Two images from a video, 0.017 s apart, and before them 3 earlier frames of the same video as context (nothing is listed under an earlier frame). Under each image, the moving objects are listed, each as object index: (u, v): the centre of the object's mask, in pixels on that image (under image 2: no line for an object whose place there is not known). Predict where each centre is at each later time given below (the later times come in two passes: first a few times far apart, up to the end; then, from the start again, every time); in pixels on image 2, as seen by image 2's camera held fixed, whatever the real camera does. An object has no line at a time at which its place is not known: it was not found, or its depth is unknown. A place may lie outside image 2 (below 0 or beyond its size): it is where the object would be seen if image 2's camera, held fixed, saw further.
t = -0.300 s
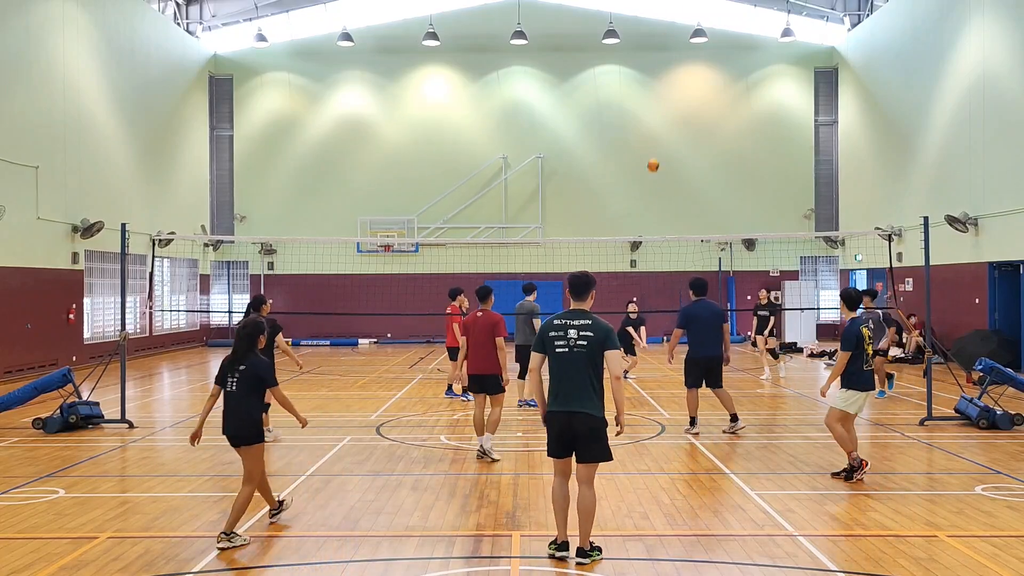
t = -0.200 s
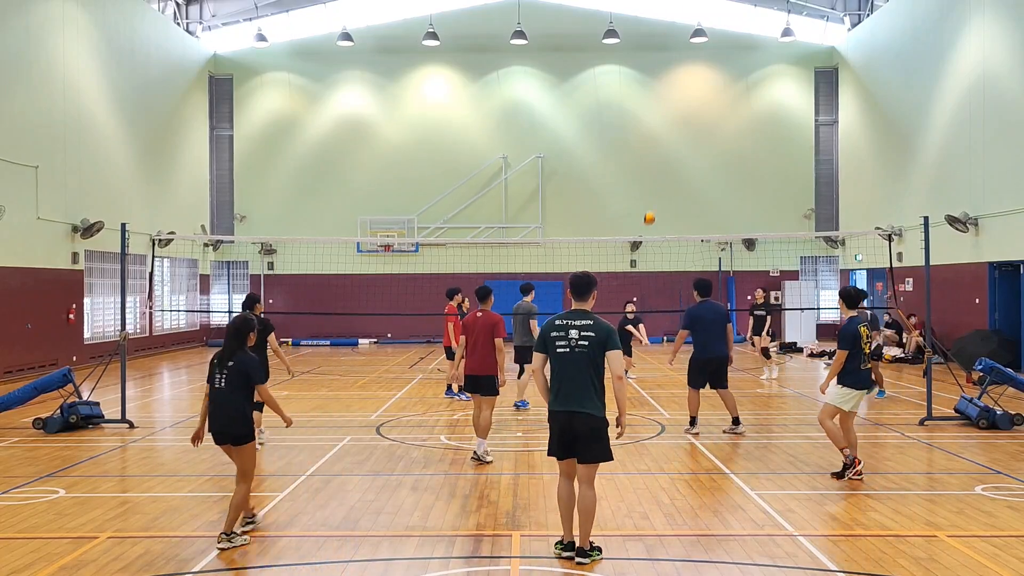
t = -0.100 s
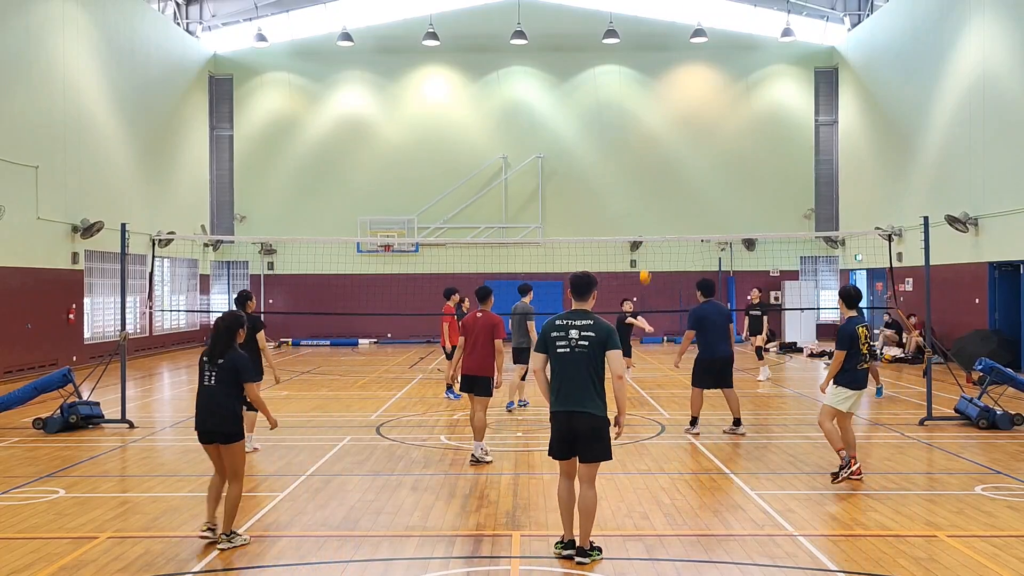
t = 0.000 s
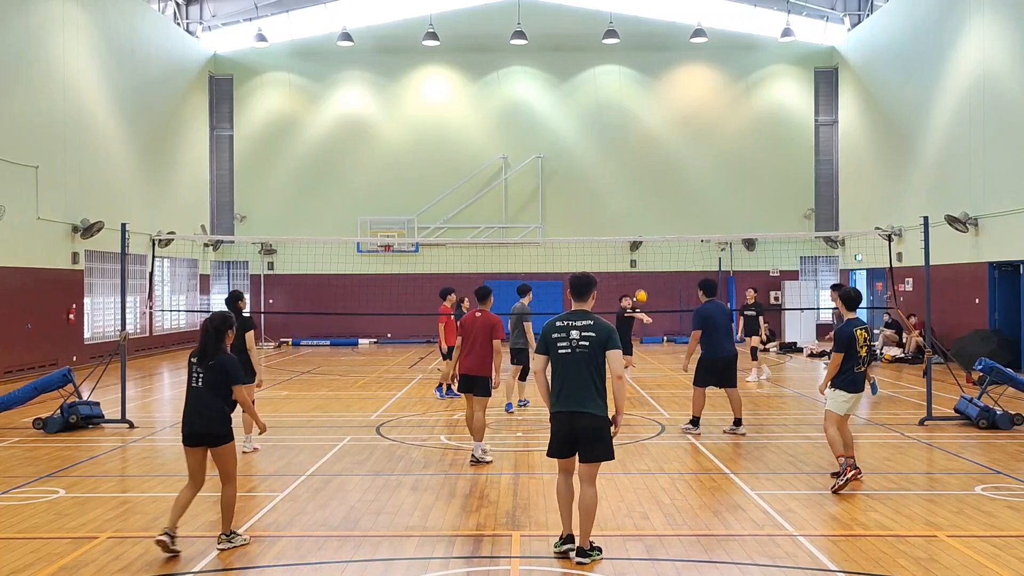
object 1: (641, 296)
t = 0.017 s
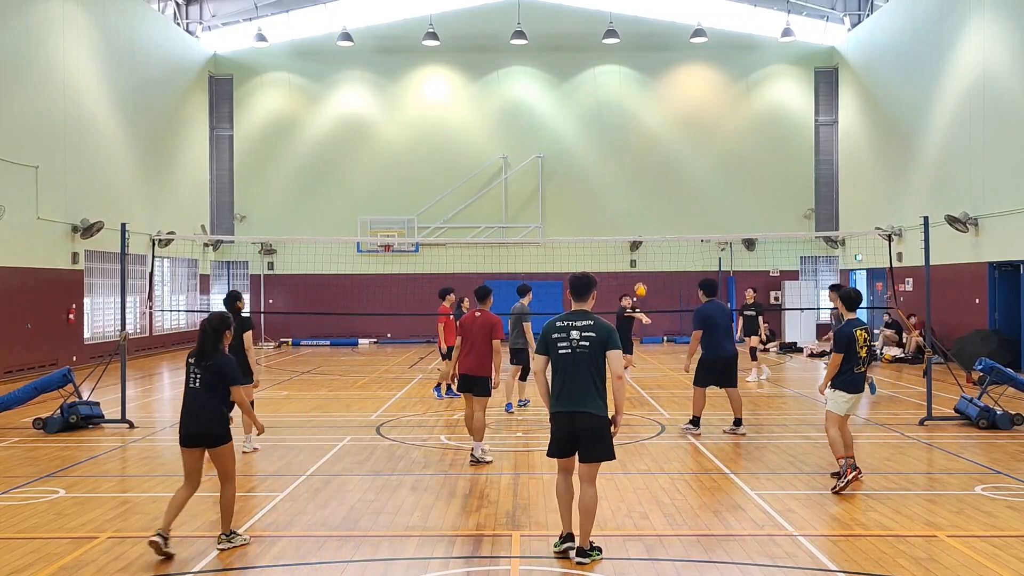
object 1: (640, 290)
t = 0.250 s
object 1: (628, 209)
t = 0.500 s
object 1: (611, 146)
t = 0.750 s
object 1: (593, 119)
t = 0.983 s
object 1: (570, 140)
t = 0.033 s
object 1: (640, 283)
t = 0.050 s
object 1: (639, 278)
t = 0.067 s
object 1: (637, 272)
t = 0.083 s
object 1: (637, 265)
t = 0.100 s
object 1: (636, 259)
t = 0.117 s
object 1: (635, 253)
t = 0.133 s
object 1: (635, 248)
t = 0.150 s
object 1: (634, 243)
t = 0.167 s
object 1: (633, 233)
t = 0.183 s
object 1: (632, 230)
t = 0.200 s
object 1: (631, 225)
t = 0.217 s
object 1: (630, 219)
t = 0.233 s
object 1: (629, 214)
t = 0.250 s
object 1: (628, 209)
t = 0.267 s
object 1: (627, 204)
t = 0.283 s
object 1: (626, 199)
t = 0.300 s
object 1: (625, 194)
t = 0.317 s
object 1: (624, 189)
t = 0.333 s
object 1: (623, 185)
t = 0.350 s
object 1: (622, 181)
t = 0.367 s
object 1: (620, 176)
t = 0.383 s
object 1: (620, 172)
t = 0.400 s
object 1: (618, 168)
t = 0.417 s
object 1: (617, 164)
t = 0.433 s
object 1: (616, 160)
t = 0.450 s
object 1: (615, 157)
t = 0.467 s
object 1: (614, 153)
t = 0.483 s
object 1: (613, 150)
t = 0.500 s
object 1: (611, 146)
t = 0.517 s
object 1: (610, 143)
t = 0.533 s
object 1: (609, 140)
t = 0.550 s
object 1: (608, 138)
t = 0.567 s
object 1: (607, 135)
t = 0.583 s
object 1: (606, 133)
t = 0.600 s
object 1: (604, 130)
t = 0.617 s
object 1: (603, 128)
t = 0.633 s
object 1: (602, 127)
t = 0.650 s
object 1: (601, 125)
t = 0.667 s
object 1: (599, 124)
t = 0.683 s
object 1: (598, 122)
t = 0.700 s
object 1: (597, 121)
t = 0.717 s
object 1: (595, 120)
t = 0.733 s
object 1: (594, 120)
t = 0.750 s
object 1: (593, 119)
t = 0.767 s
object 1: (591, 119)
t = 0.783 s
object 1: (590, 120)
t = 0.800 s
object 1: (588, 120)
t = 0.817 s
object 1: (587, 120)
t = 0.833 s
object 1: (585, 121)
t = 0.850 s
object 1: (584, 122)
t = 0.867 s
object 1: (582, 123)
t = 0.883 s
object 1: (580, 125)
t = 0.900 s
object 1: (579, 127)
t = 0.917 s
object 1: (577, 129)
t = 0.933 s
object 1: (575, 131)
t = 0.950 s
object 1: (574, 134)
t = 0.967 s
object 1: (572, 137)
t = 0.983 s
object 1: (570, 140)
